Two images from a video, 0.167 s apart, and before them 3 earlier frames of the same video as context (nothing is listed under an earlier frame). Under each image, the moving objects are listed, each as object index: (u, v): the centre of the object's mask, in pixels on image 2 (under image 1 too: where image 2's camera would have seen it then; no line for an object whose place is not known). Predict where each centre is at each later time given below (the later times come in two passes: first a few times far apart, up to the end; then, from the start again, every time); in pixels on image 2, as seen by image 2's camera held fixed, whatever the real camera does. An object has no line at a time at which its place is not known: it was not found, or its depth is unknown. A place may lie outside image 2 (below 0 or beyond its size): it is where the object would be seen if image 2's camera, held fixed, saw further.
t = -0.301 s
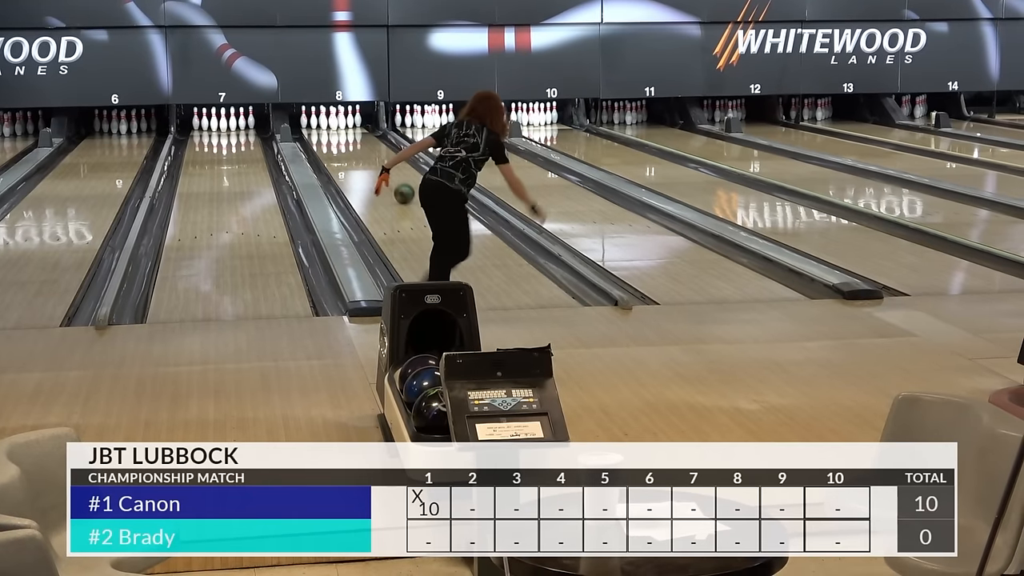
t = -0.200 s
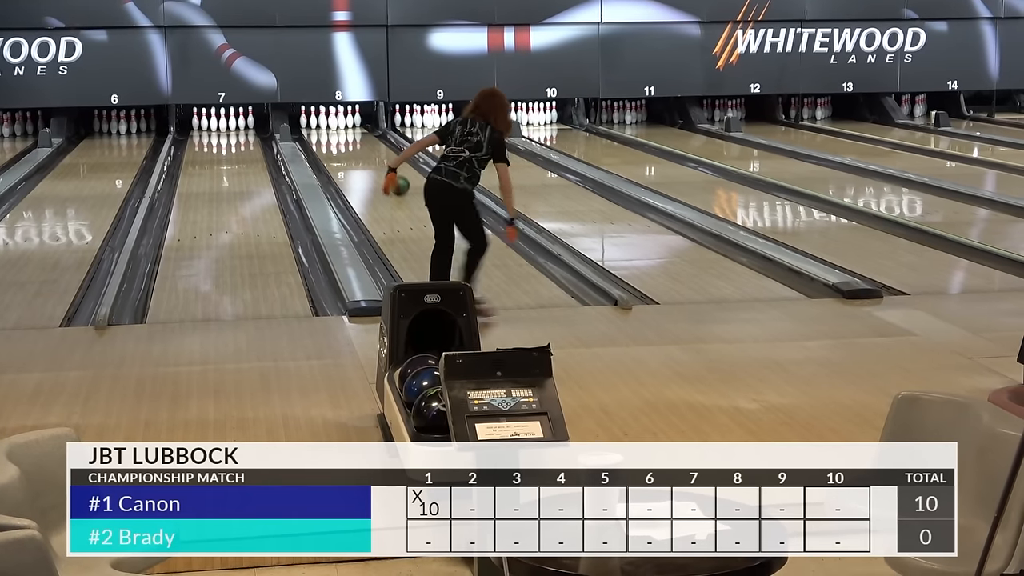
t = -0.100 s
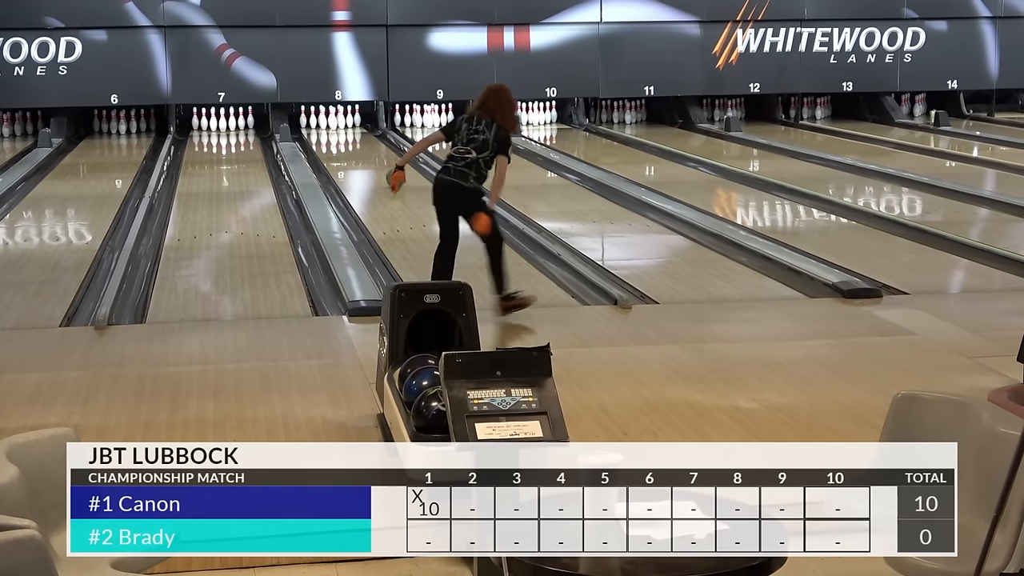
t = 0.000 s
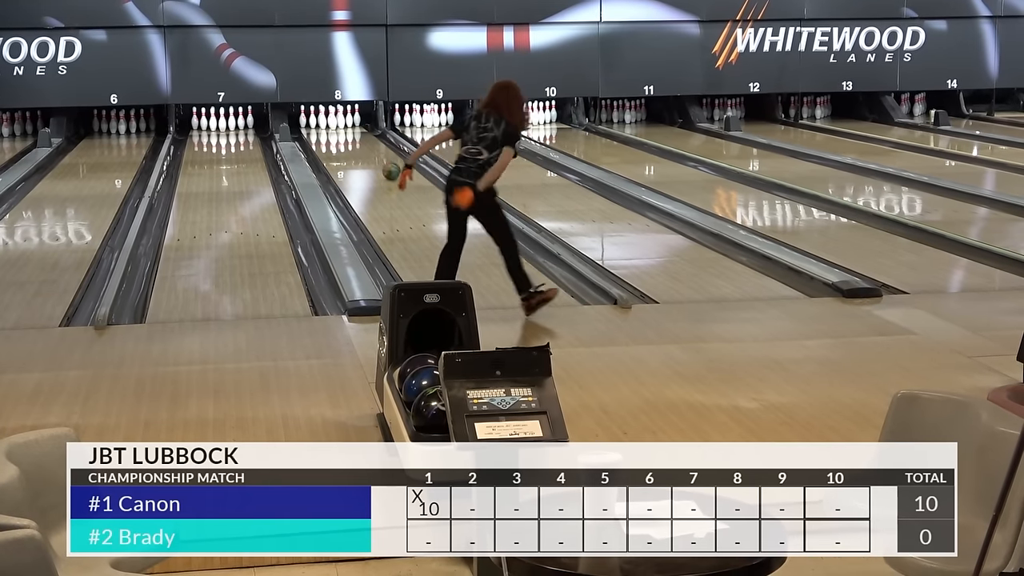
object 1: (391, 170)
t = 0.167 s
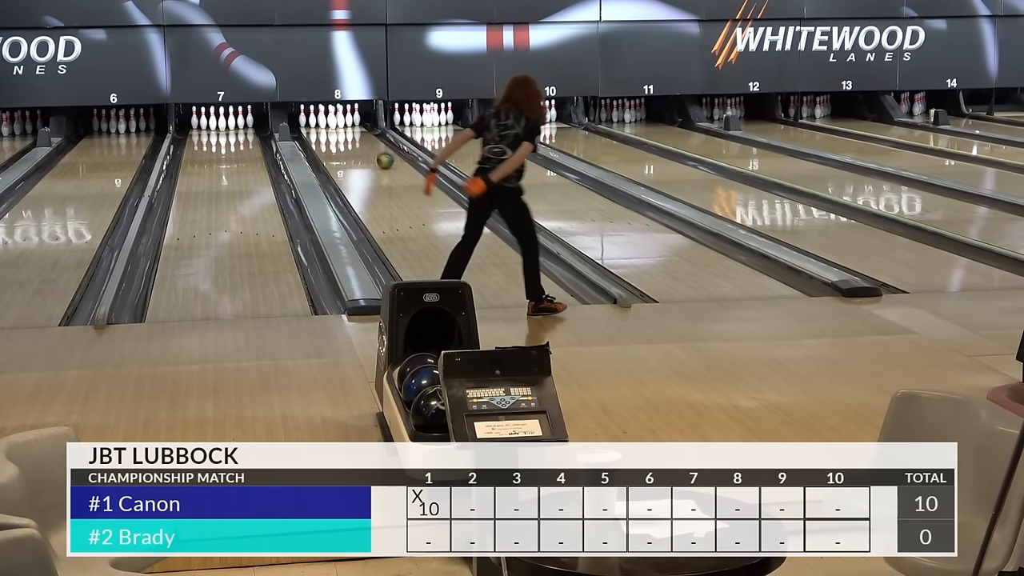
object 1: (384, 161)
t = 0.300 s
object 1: (380, 153)
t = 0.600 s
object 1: (369, 140)
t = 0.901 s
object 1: (354, 130)
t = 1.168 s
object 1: (340, 122)
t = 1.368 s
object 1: (338, 119)
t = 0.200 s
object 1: (383, 159)
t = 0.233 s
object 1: (383, 156)
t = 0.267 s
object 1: (381, 155)
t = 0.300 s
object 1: (380, 153)
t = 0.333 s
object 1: (379, 152)
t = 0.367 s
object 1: (378, 150)
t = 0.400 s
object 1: (377, 149)
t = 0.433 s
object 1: (376, 147)
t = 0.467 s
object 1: (374, 146)
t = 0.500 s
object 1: (373, 145)
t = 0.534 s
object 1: (372, 143)
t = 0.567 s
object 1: (371, 142)
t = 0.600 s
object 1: (369, 140)
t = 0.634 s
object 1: (367, 139)
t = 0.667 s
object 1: (366, 138)
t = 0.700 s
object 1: (365, 136)
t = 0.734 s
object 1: (363, 135)
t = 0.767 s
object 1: (361, 134)
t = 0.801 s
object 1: (359, 132)
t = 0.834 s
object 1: (358, 132)
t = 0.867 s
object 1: (356, 131)
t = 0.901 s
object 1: (354, 130)
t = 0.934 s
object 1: (352, 129)
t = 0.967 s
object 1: (350, 128)
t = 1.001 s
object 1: (348, 127)
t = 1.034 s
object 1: (346, 126)
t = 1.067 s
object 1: (344, 125)
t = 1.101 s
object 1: (342, 124)
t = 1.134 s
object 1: (340, 123)
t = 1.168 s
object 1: (340, 122)
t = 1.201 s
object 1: (340, 121)
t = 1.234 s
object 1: (340, 121)
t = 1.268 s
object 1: (340, 120)
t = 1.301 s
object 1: (339, 120)
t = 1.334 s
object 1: (339, 119)
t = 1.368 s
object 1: (338, 119)
